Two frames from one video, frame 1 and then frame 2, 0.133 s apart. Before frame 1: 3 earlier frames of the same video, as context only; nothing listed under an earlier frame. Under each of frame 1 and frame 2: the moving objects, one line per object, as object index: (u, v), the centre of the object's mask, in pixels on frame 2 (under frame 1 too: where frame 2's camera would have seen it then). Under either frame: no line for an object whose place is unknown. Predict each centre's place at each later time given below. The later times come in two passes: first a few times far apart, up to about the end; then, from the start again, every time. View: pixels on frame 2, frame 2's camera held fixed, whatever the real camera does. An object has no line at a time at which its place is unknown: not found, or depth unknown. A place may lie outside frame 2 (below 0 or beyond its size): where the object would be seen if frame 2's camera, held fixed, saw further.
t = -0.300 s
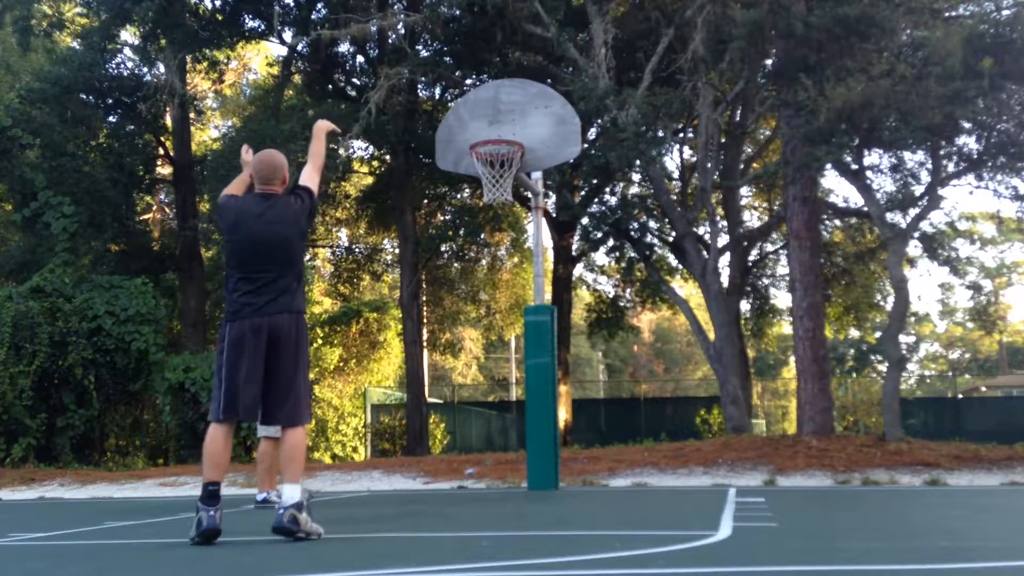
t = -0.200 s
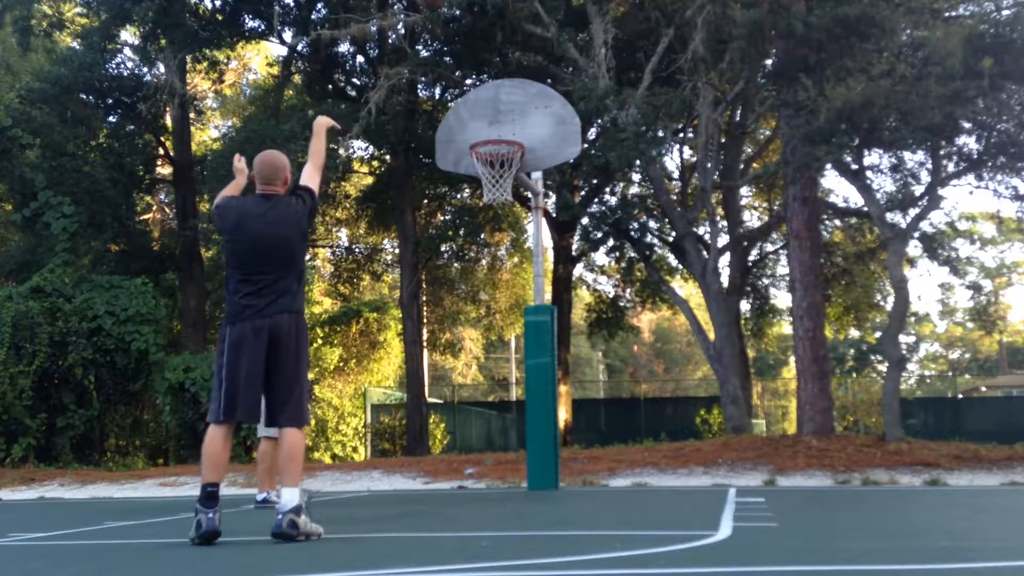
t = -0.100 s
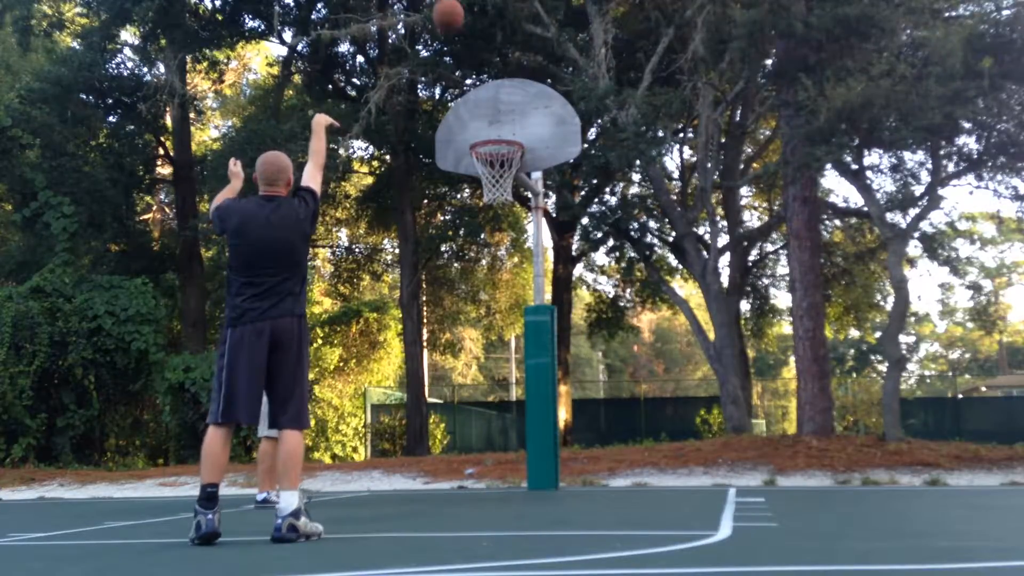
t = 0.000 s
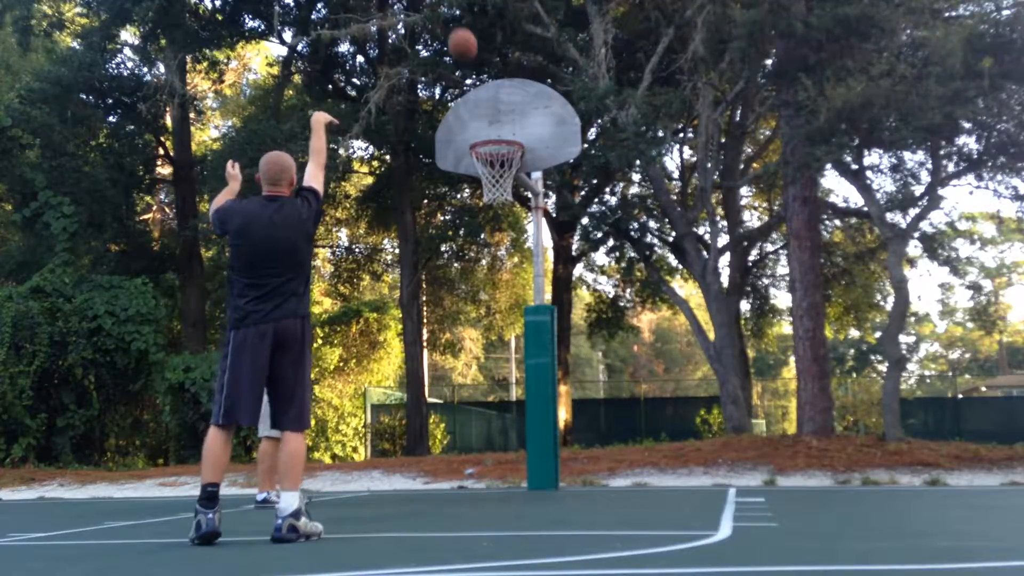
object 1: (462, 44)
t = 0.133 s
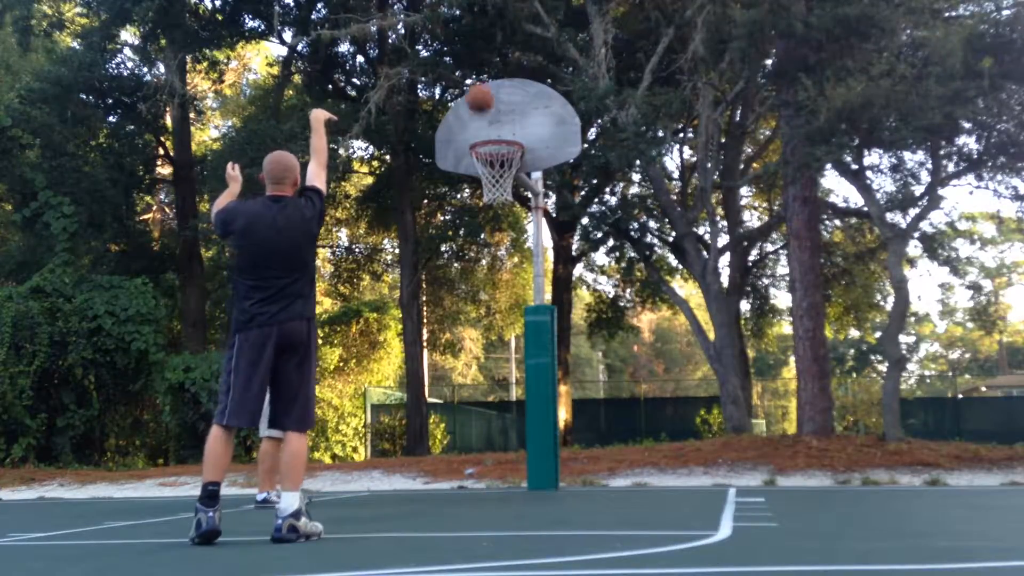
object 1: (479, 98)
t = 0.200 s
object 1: (487, 130)
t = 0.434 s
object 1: (507, 190)
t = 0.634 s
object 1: (521, 243)
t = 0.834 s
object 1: (537, 346)
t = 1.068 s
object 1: (553, 453)
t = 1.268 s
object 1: (557, 362)
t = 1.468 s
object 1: (561, 313)
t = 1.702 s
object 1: (569, 316)
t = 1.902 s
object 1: (577, 375)
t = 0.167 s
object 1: (483, 114)
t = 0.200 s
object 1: (487, 130)
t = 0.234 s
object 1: (493, 151)
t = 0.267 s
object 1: (495, 160)
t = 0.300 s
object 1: (502, 173)
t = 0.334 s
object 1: (504, 177)
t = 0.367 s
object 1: (503, 181)
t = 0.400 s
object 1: (505, 183)
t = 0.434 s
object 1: (507, 190)
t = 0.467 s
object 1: (509, 194)
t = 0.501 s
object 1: (512, 201)
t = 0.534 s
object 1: (514, 209)
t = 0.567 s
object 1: (515, 220)
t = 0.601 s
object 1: (518, 232)
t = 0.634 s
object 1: (521, 243)
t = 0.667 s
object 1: (523, 257)
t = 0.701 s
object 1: (525, 272)
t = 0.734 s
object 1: (528, 289)
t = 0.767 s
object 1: (532, 307)
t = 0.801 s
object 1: (535, 325)
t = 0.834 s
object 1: (537, 346)
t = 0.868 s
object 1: (540, 368)
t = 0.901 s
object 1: (543, 392)
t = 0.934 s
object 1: (545, 418)
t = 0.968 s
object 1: (549, 445)
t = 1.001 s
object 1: (551, 474)
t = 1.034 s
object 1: (552, 473)
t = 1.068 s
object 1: (553, 453)
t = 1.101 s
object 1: (554, 435)
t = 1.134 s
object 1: (554, 419)
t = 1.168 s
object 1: (554, 402)
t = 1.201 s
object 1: (555, 387)
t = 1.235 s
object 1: (556, 374)
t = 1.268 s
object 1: (557, 362)
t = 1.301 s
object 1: (557, 350)
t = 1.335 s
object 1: (558, 341)
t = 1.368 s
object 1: (559, 332)
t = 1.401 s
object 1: (559, 325)
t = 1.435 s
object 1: (560, 319)
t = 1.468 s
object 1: (561, 313)
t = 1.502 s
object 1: (562, 310)
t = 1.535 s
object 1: (563, 308)
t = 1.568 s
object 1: (564, 307)
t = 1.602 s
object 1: (565, 307)
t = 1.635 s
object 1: (566, 309)
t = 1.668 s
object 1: (567, 312)
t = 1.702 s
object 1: (569, 316)
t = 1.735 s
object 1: (570, 322)
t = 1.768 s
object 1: (570, 330)
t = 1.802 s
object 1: (573, 339)
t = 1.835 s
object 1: (573, 350)
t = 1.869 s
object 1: (575, 362)
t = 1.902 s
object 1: (577, 375)
